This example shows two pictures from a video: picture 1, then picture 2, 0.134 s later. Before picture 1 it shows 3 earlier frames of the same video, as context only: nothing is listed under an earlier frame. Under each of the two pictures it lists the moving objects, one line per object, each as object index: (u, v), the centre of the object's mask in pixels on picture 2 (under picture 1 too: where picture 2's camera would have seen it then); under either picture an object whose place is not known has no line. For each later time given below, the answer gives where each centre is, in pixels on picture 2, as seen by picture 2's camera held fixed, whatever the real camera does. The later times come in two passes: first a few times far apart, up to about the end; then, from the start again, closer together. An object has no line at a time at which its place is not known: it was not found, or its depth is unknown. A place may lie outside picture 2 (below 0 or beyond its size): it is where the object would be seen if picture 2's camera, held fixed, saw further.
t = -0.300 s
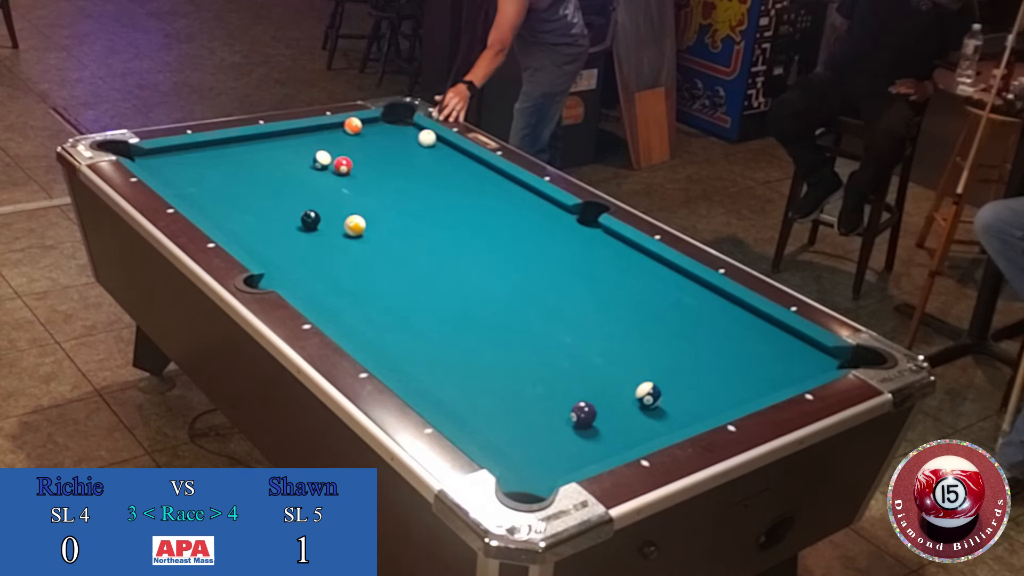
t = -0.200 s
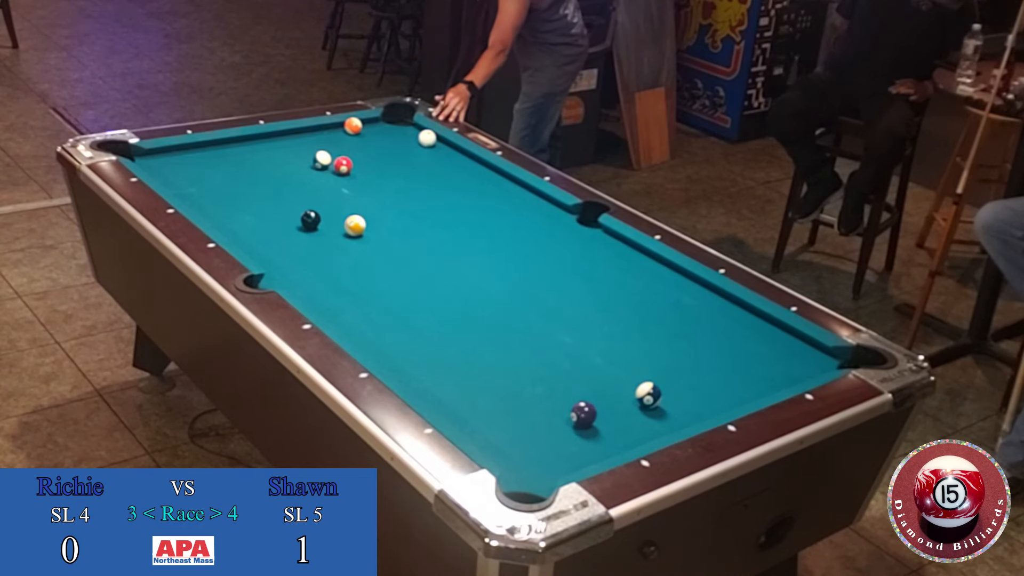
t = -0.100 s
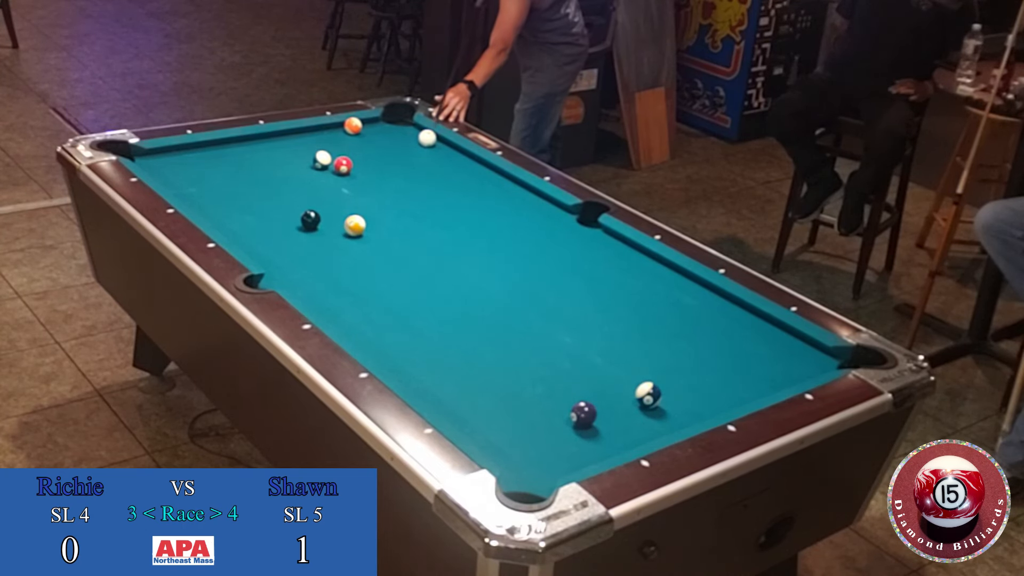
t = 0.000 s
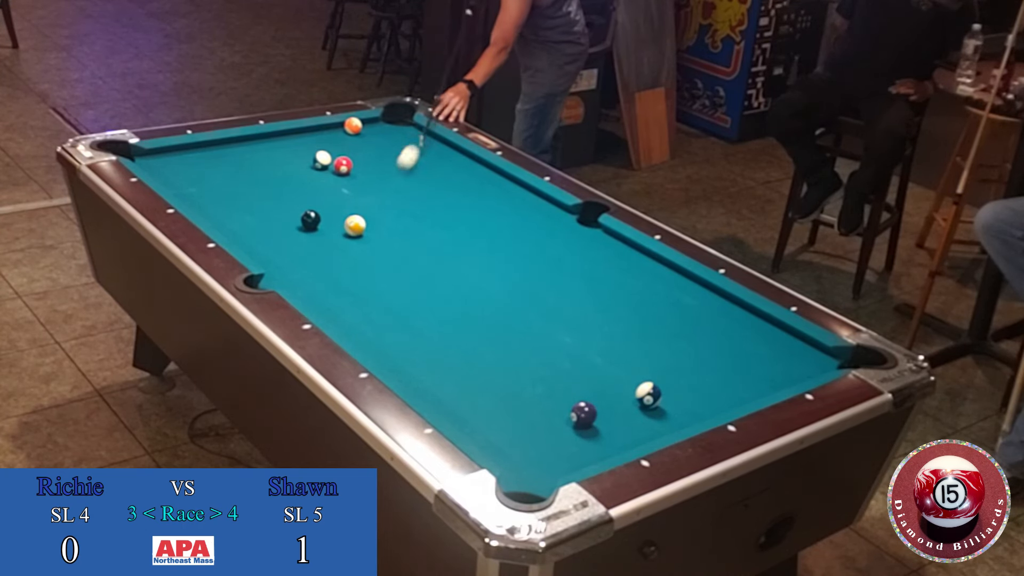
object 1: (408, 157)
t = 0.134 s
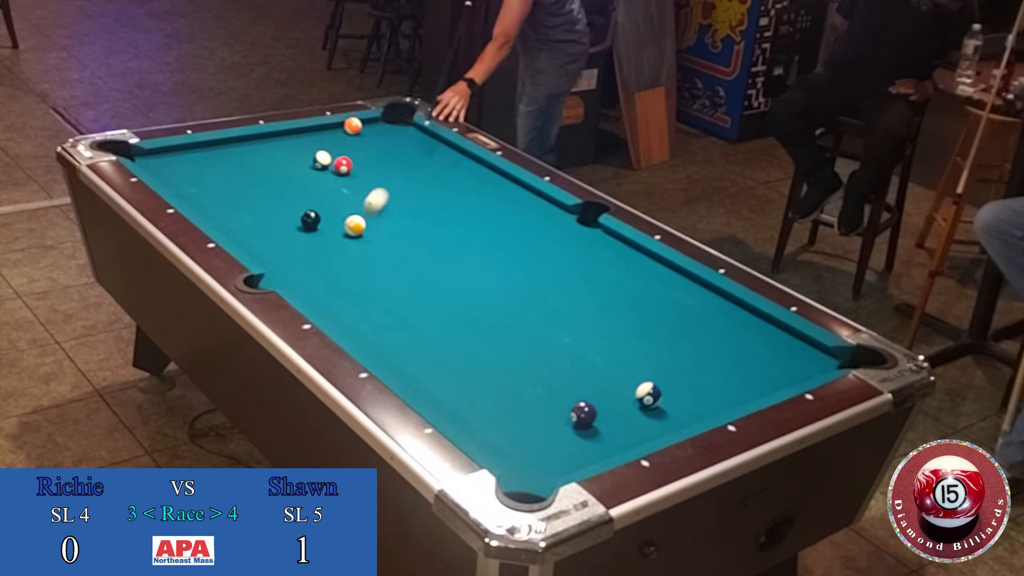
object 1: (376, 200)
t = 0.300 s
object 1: (368, 219)
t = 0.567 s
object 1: (380, 214)
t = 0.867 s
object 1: (391, 210)
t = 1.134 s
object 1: (399, 207)
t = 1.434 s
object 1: (405, 205)
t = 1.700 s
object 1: (408, 203)
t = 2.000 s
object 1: (410, 203)
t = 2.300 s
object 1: (409, 203)
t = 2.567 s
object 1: (409, 203)
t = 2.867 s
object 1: (409, 203)
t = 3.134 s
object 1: (409, 203)
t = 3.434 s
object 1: (409, 203)
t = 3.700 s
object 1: (409, 203)
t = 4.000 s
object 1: (409, 203)
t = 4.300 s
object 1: (409, 203)
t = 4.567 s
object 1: (409, 203)
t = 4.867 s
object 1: (409, 203)
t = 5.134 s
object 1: (409, 203)
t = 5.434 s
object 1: (409, 203)
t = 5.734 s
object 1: (409, 203)
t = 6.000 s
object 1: (409, 203)
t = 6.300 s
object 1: (409, 203)
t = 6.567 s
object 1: (409, 203)
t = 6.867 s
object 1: (409, 203)
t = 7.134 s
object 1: (409, 203)
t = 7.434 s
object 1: (409, 203)
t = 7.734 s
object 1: (409, 203)
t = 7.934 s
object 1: (409, 203)
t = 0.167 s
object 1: (369, 209)
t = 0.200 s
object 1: (365, 217)
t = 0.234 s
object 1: (365, 219)
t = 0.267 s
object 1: (367, 219)
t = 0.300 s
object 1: (368, 219)
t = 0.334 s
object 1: (370, 218)
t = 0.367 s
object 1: (371, 217)
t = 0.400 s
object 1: (373, 217)
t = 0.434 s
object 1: (374, 216)
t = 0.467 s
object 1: (376, 216)
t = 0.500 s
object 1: (377, 215)
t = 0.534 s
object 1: (379, 215)
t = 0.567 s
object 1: (380, 214)
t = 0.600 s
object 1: (381, 213)
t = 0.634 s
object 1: (383, 213)
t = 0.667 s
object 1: (384, 212)
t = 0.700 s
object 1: (385, 212)
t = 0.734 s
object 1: (386, 211)
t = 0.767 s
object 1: (388, 211)
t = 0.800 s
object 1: (389, 211)
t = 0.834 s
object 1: (390, 210)
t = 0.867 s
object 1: (391, 210)
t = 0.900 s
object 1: (392, 209)
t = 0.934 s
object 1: (393, 209)
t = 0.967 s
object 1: (394, 209)
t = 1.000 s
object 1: (395, 208)
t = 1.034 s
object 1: (396, 208)
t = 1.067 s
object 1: (397, 207)
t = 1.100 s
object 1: (398, 207)
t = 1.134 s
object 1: (399, 207)
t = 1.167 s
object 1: (400, 207)
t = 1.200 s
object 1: (400, 206)
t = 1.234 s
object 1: (401, 206)
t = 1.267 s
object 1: (402, 206)
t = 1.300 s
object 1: (403, 206)
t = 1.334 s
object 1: (403, 205)
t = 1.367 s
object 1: (404, 205)
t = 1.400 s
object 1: (404, 205)
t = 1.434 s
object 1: (405, 205)
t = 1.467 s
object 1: (405, 204)
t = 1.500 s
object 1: (406, 204)
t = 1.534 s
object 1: (406, 204)
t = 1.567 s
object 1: (407, 204)
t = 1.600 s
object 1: (407, 203)
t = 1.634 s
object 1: (407, 203)
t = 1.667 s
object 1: (408, 203)
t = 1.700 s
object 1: (408, 203)
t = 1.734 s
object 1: (408, 203)
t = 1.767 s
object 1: (408, 203)
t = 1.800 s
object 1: (409, 203)
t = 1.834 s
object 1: (409, 203)
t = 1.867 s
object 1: (409, 203)
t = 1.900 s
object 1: (409, 203)
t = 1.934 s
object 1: (409, 203)
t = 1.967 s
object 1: (409, 203)
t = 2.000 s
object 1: (410, 203)
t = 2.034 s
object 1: (409, 203)
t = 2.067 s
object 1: (409, 203)
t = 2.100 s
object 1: (409, 203)
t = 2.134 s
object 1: (409, 203)
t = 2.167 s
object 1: (409, 203)
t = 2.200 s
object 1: (409, 203)
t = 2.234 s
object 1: (409, 203)
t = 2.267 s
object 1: (409, 203)
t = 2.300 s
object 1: (409, 203)
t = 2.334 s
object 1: (409, 203)
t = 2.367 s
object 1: (409, 203)
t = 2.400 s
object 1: (409, 203)
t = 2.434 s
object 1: (409, 203)
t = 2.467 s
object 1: (409, 203)
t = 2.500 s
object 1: (409, 203)
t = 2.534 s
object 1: (409, 203)
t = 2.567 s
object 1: (409, 203)
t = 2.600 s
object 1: (409, 203)
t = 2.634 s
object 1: (409, 203)
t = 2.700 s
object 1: (409, 203)
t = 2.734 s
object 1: (409, 203)
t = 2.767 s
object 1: (409, 203)
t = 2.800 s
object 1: (409, 203)
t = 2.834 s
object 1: (409, 203)
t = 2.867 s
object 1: (409, 203)
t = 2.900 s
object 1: (409, 203)
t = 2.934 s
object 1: (409, 203)
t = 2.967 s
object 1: (409, 203)
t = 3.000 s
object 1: (409, 203)
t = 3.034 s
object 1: (409, 203)
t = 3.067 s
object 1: (409, 203)
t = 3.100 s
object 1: (409, 203)
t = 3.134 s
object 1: (409, 203)
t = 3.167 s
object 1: (409, 203)
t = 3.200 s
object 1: (409, 203)
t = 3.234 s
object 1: (409, 203)
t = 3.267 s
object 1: (409, 203)
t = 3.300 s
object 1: (409, 203)
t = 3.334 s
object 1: (409, 203)
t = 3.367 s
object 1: (409, 203)
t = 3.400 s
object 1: (409, 203)
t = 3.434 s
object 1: (409, 203)
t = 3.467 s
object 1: (409, 203)
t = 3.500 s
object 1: (409, 203)
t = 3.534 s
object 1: (409, 203)
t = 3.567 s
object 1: (409, 203)
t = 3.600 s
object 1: (409, 203)
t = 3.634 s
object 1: (409, 203)
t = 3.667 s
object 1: (409, 203)
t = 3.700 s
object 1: (409, 203)
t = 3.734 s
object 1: (409, 203)
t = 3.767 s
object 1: (409, 203)
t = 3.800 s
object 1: (409, 203)
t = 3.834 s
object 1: (409, 203)
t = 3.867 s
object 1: (409, 203)
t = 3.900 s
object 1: (409, 203)
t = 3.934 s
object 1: (409, 203)
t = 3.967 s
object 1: (409, 203)
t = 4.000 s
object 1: (409, 203)
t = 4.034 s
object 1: (409, 203)
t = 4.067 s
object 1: (409, 203)
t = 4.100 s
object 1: (409, 203)
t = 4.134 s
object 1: (409, 203)
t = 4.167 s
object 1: (409, 203)
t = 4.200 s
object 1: (409, 203)
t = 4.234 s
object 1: (409, 203)
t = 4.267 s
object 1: (409, 203)
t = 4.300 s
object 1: (409, 203)
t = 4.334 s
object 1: (409, 203)
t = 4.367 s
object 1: (409, 203)
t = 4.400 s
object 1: (409, 203)
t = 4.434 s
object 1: (409, 203)
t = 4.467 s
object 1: (409, 203)
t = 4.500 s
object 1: (409, 203)
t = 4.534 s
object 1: (409, 203)
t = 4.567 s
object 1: (409, 203)
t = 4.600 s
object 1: (409, 203)
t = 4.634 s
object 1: (409, 203)
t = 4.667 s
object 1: (409, 203)
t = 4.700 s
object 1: (409, 203)
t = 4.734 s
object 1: (409, 203)
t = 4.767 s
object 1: (409, 203)
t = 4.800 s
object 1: (409, 203)
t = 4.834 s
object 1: (409, 203)
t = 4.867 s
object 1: (409, 203)
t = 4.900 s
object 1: (409, 203)
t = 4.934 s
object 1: (409, 203)
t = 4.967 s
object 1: (409, 203)
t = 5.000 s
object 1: (409, 203)
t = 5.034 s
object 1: (409, 203)
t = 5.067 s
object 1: (409, 203)
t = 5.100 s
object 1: (409, 203)
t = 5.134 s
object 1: (409, 203)
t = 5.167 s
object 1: (409, 203)
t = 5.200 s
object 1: (409, 203)
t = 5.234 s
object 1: (409, 203)
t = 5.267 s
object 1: (409, 203)
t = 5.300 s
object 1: (409, 203)
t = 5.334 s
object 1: (409, 203)
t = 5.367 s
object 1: (409, 203)
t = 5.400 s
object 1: (409, 203)
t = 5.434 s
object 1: (409, 203)
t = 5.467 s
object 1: (409, 203)
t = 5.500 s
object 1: (409, 203)
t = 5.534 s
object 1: (409, 203)
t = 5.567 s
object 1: (409, 203)
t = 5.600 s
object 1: (409, 203)
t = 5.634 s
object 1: (409, 203)
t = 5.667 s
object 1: (409, 203)
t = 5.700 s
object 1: (409, 203)
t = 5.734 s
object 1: (409, 203)
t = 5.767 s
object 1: (409, 203)
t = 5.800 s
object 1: (409, 203)
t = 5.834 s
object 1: (409, 203)
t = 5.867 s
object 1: (409, 203)
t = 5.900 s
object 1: (409, 203)
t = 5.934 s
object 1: (409, 203)
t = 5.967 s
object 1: (409, 203)
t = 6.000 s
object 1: (409, 203)
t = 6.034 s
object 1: (409, 203)
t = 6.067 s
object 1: (409, 203)
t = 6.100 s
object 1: (409, 203)
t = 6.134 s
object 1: (409, 203)
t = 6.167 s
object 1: (409, 203)
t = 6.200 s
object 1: (409, 203)
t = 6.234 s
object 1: (409, 203)
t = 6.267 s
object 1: (409, 203)
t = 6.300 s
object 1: (409, 203)
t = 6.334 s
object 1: (409, 203)
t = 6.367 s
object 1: (409, 203)
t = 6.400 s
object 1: (409, 203)
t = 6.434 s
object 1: (409, 203)
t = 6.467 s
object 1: (409, 203)
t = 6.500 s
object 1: (409, 203)
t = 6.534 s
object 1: (409, 203)
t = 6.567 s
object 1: (409, 203)
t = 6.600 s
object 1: (409, 203)
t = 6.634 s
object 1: (409, 203)
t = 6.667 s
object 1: (409, 203)
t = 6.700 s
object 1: (409, 203)
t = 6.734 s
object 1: (409, 203)
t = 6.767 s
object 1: (409, 203)
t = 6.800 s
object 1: (409, 203)
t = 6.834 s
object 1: (409, 203)
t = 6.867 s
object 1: (409, 203)
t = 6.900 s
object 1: (409, 203)
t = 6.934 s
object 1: (409, 203)
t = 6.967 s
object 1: (409, 203)
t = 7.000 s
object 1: (409, 203)
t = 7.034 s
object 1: (409, 203)
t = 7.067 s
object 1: (409, 203)
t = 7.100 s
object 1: (409, 203)
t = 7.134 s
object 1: (409, 203)
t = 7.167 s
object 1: (409, 203)
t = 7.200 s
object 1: (409, 203)
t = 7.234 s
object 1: (409, 203)
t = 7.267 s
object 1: (409, 203)
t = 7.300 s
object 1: (409, 203)
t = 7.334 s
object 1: (409, 203)
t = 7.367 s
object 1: (409, 203)
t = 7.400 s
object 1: (409, 203)
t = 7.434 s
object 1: (409, 203)
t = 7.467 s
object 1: (409, 203)
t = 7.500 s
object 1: (409, 203)
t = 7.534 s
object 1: (409, 203)
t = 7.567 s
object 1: (409, 203)
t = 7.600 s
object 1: (409, 203)
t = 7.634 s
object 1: (409, 203)
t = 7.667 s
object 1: (409, 203)
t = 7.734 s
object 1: (409, 203)
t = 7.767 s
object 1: (409, 203)
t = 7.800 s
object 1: (409, 203)
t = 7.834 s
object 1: (409, 203)
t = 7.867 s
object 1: (409, 203)
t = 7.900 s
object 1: (409, 203)
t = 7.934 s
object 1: (409, 203)
